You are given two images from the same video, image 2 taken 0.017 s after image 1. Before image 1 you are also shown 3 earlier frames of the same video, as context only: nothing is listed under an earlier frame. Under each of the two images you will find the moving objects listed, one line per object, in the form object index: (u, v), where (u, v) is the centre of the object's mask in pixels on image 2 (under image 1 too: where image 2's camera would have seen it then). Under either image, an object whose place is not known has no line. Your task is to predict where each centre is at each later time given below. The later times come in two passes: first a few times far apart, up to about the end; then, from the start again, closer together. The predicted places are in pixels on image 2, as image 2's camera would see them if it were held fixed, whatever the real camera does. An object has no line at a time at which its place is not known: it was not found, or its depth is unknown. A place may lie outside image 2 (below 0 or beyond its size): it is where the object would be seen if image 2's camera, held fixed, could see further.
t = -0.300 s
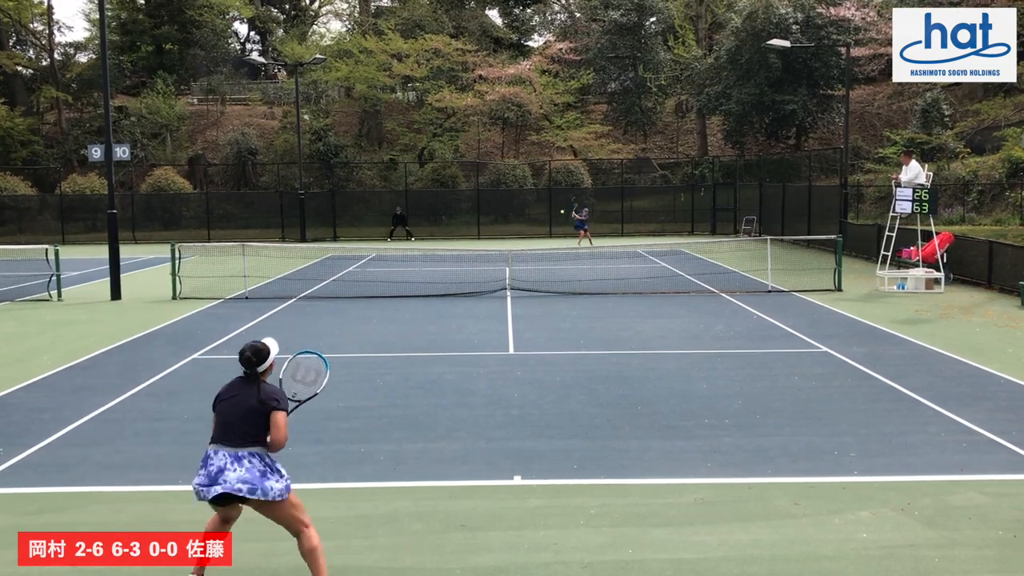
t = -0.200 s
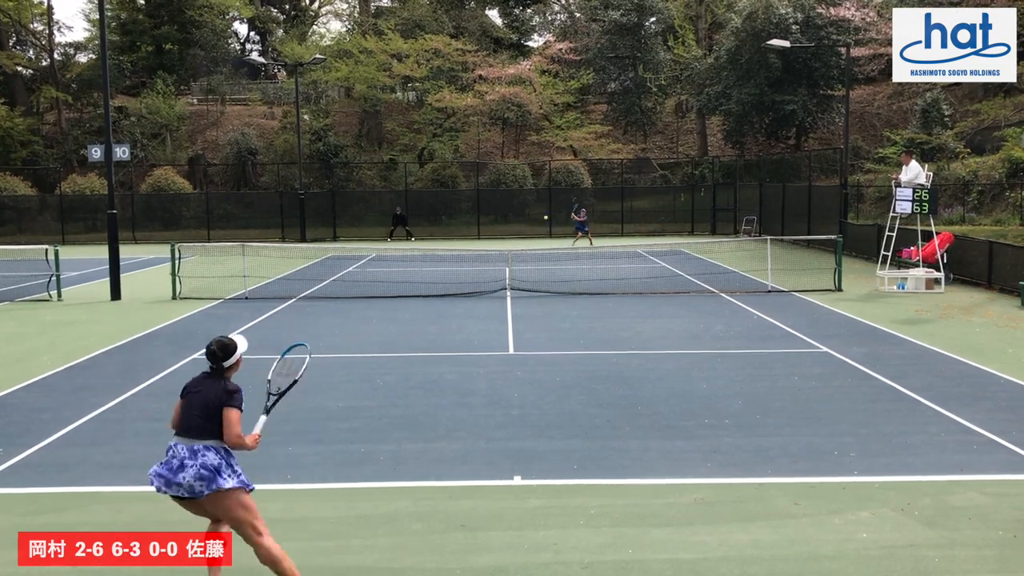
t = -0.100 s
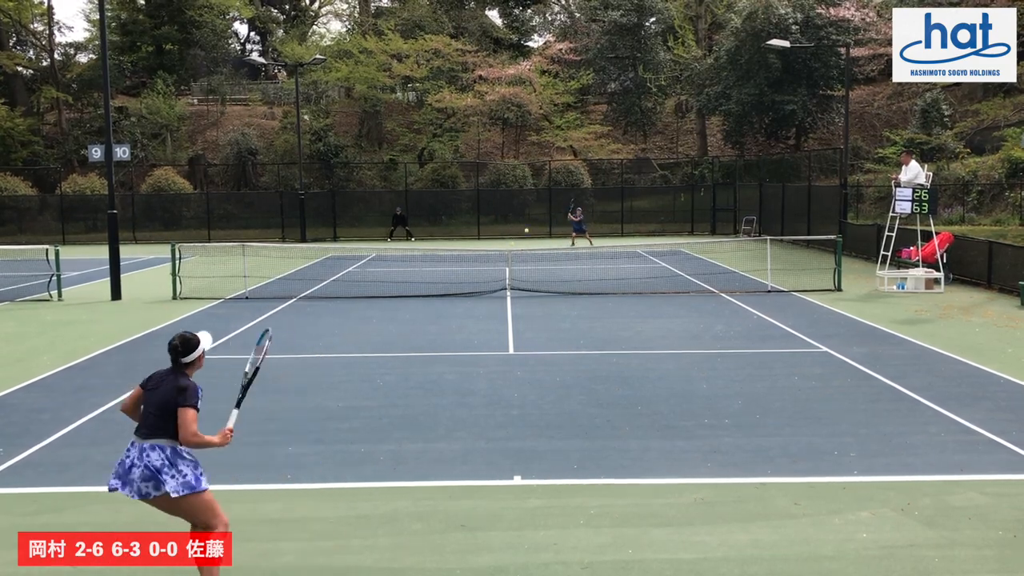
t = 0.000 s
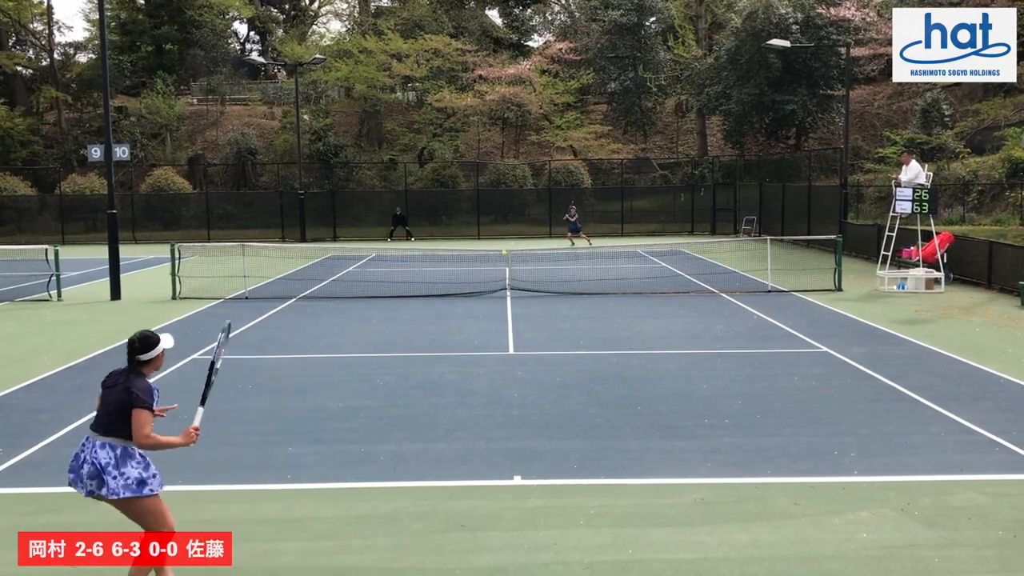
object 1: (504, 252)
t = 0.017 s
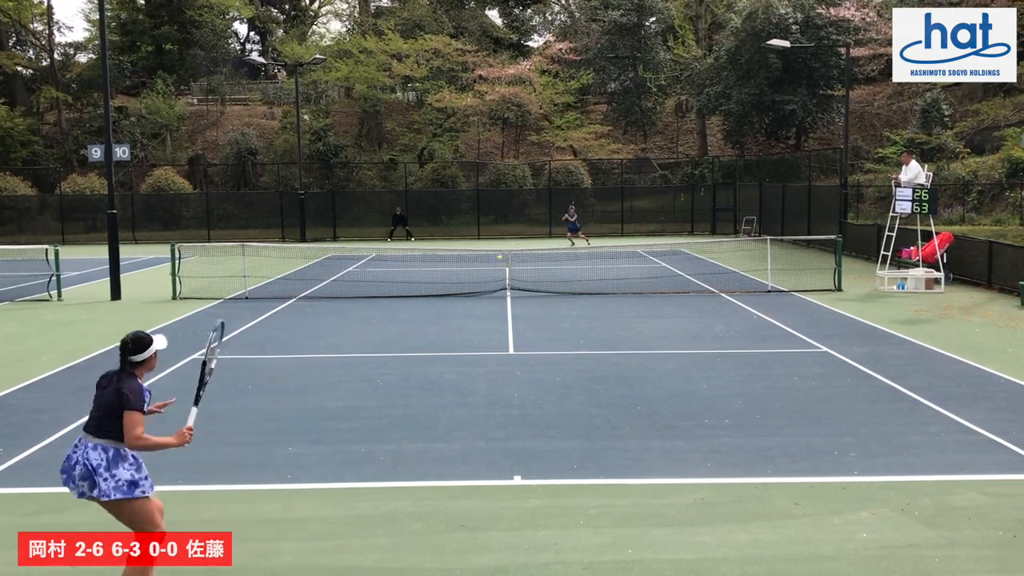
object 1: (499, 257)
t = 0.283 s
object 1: (416, 338)
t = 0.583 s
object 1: (294, 336)
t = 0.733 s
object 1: (198, 388)
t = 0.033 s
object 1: (495, 262)
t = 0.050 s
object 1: (490, 267)
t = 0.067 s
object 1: (485, 273)
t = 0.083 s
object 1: (481, 280)
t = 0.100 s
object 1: (476, 286)
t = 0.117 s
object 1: (471, 293)
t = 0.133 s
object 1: (465, 301)
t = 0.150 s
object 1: (460, 309)
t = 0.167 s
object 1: (454, 318)
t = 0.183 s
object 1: (448, 327)
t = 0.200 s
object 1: (442, 336)
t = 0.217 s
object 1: (436, 347)
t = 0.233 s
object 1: (431, 347)
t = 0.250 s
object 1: (426, 344)
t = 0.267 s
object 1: (421, 341)
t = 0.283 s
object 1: (416, 338)
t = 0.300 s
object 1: (412, 336)
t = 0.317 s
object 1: (406, 334)
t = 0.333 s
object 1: (401, 331)
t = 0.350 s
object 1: (395, 330)
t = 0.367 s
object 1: (389, 328)
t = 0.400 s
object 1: (377, 326)
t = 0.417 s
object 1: (371, 325)
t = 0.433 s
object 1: (364, 325)
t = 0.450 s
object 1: (357, 325)
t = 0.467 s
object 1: (350, 325)
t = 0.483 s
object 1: (343, 326)
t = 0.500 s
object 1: (336, 326)
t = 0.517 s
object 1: (328, 327)
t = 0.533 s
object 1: (320, 329)
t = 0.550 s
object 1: (312, 331)
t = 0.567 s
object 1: (303, 334)
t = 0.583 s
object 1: (294, 336)
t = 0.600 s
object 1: (285, 340)
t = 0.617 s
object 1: (275, 344)
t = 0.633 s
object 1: (265, 348)
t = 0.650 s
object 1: (255, 353)
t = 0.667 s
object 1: (245, 359)
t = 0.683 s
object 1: (233, 365)
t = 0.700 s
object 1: (222, 372)
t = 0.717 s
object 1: (210, 380)
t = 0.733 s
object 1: (198, 388)
